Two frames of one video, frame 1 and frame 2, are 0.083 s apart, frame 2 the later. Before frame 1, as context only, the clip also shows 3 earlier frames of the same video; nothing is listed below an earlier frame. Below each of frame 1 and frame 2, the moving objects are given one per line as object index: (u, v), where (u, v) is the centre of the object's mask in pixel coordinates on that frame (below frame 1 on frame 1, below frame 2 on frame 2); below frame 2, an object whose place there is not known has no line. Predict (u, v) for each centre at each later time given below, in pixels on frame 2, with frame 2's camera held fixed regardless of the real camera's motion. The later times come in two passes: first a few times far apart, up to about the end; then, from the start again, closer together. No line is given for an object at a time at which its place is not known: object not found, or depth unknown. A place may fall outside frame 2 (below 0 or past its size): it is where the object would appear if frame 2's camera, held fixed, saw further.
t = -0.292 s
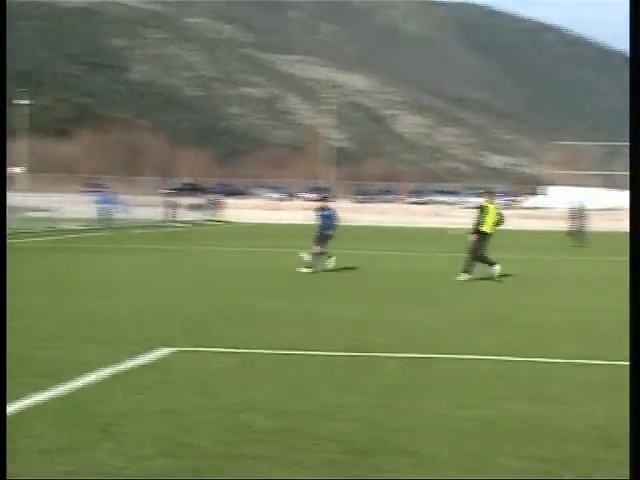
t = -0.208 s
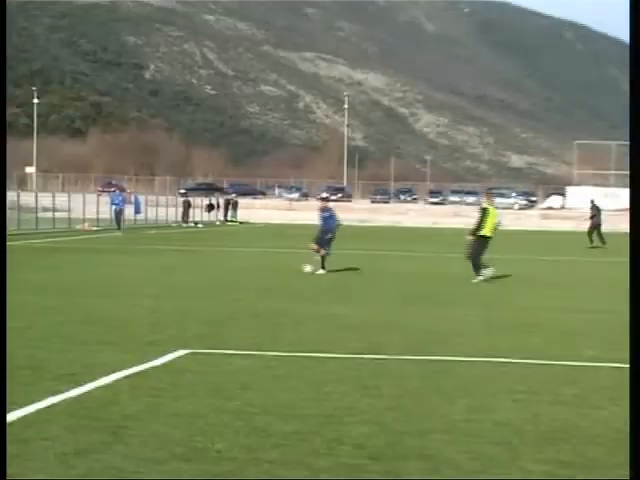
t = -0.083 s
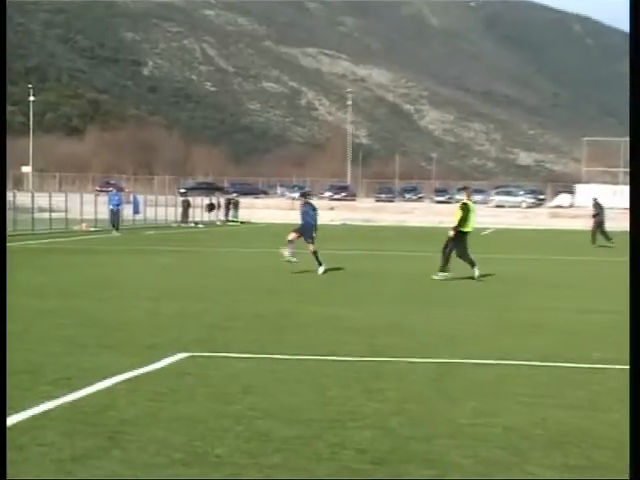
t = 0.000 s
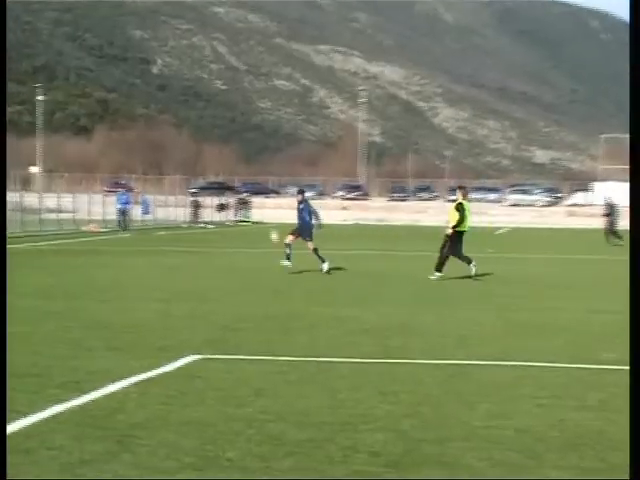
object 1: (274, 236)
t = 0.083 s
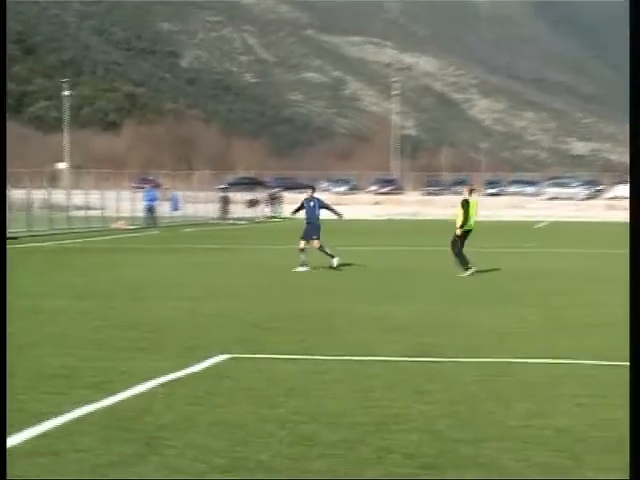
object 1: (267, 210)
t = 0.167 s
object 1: (234, 197)
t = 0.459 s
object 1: (141, 176)
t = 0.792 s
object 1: (7, 200)
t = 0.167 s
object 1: (234, 197)
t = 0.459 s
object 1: (141, 176)
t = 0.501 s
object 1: (126, 176)
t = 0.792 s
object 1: (7, 200)
